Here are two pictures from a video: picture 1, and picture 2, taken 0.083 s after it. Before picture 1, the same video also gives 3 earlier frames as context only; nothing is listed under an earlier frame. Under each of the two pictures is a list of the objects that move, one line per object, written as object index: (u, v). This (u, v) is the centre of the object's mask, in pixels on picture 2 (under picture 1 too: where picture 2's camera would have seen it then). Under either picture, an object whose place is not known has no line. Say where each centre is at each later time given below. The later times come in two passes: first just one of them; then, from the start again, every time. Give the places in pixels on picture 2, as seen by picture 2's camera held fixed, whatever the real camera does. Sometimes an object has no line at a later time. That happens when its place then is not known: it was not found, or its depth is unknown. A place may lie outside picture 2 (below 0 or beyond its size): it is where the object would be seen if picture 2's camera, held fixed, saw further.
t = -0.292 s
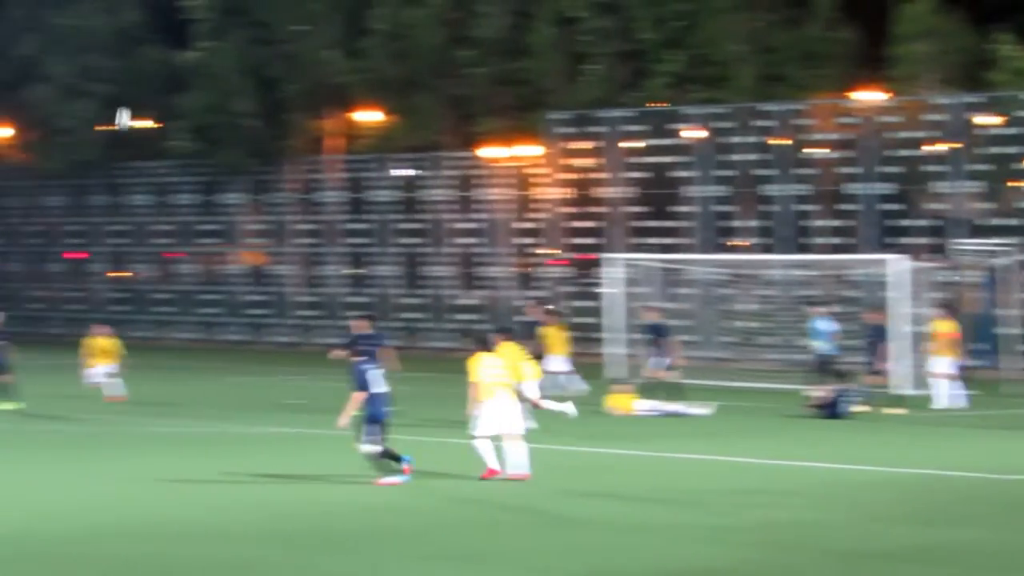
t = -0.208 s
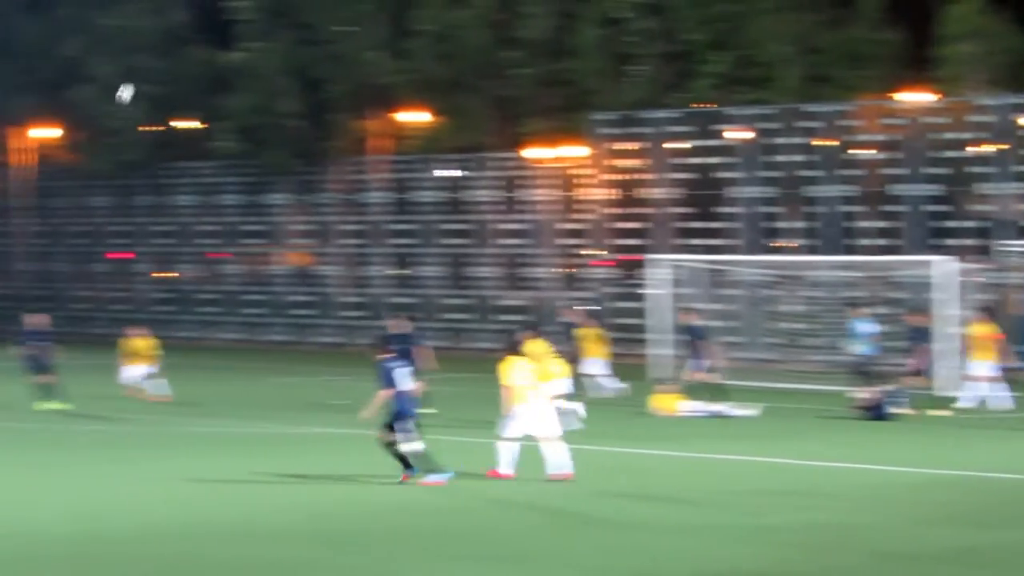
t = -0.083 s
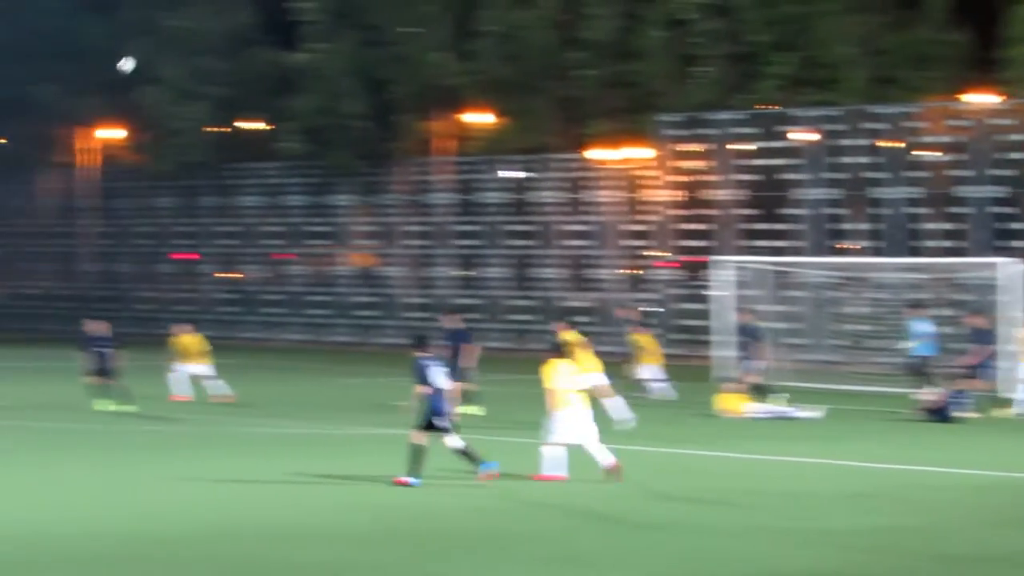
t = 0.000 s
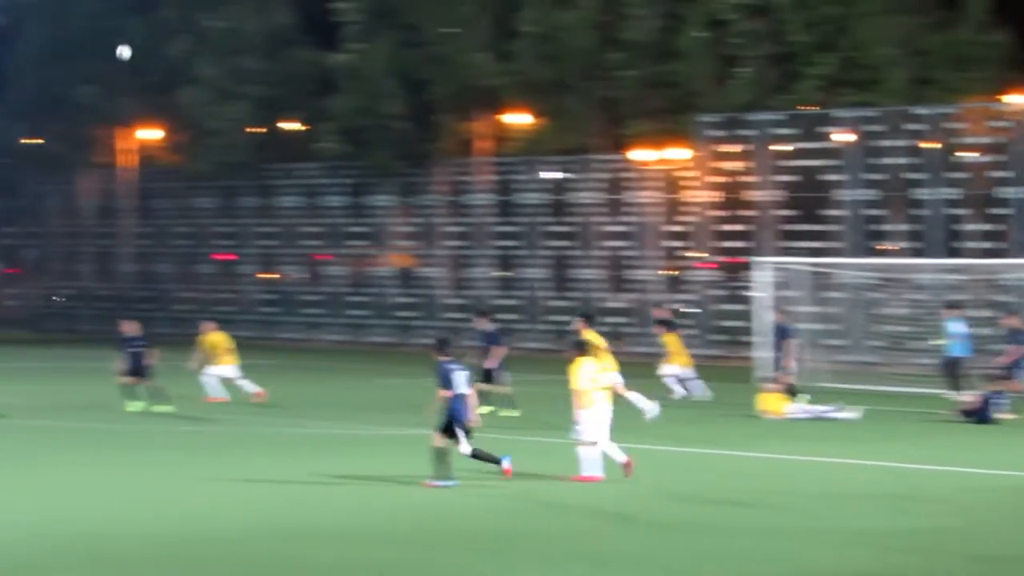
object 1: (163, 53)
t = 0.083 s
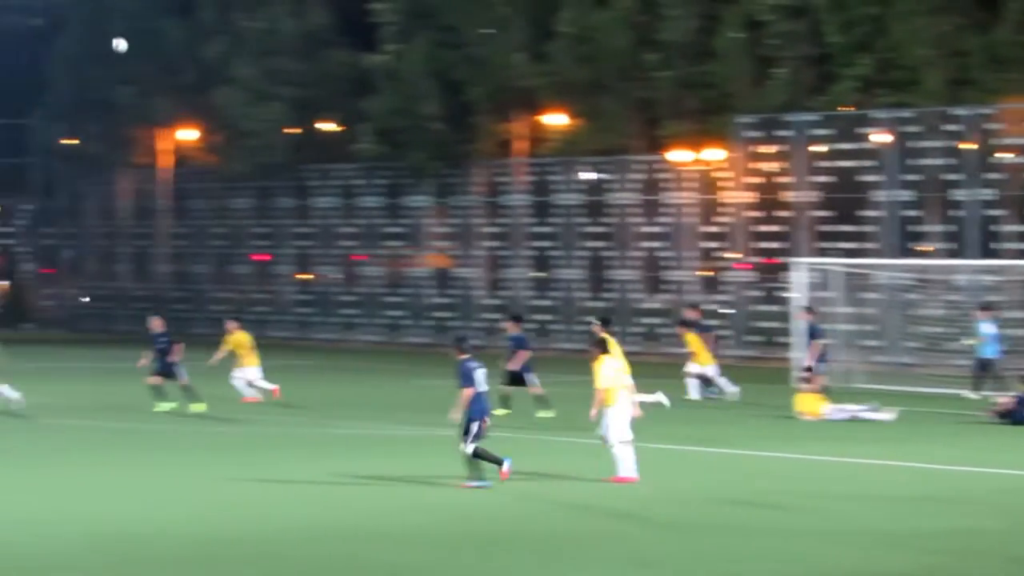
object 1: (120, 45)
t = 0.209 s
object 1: (52, 41)
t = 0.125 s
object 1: (97, 42)
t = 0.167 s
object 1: (75, 41)
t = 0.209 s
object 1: (52, 41)
